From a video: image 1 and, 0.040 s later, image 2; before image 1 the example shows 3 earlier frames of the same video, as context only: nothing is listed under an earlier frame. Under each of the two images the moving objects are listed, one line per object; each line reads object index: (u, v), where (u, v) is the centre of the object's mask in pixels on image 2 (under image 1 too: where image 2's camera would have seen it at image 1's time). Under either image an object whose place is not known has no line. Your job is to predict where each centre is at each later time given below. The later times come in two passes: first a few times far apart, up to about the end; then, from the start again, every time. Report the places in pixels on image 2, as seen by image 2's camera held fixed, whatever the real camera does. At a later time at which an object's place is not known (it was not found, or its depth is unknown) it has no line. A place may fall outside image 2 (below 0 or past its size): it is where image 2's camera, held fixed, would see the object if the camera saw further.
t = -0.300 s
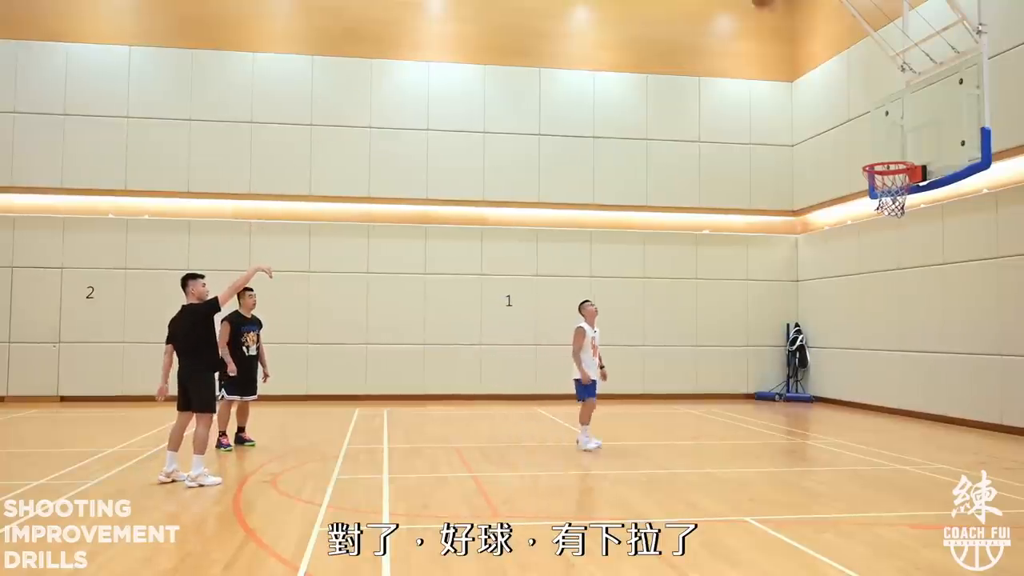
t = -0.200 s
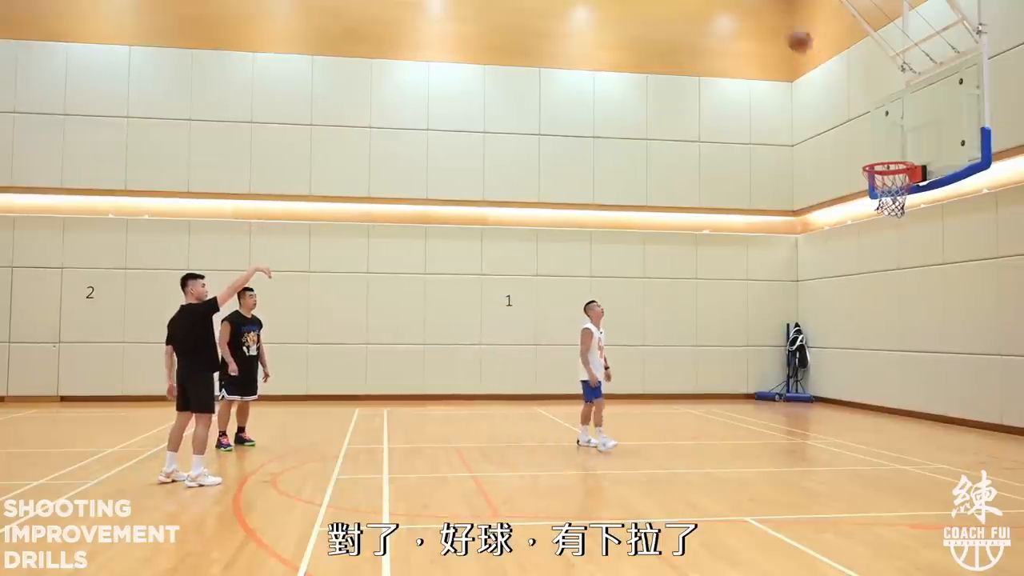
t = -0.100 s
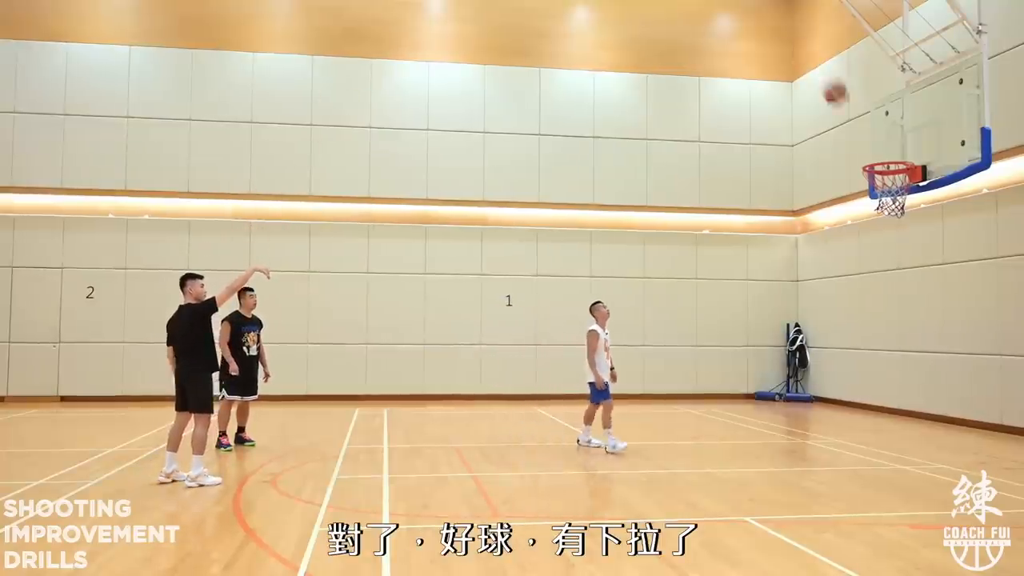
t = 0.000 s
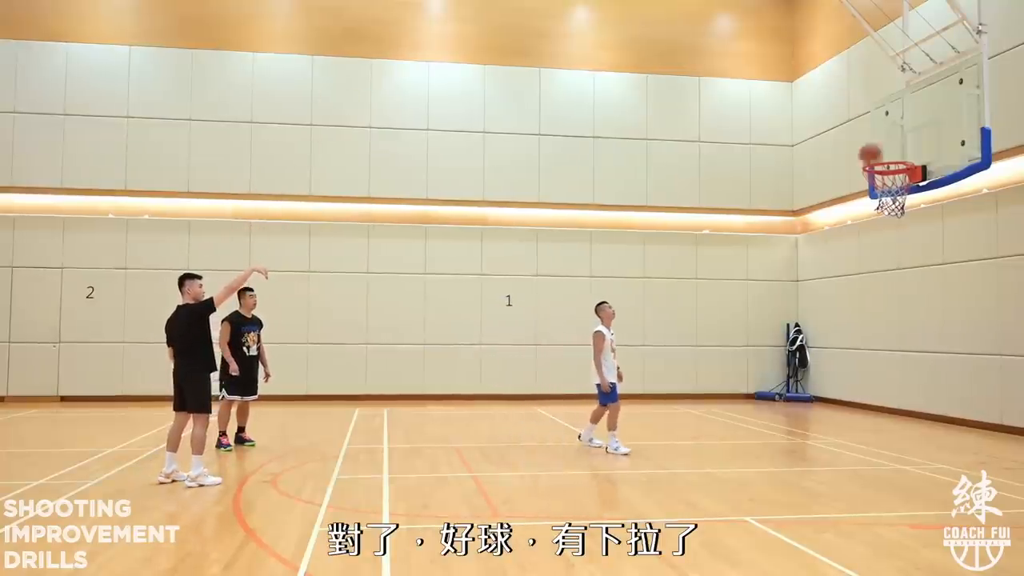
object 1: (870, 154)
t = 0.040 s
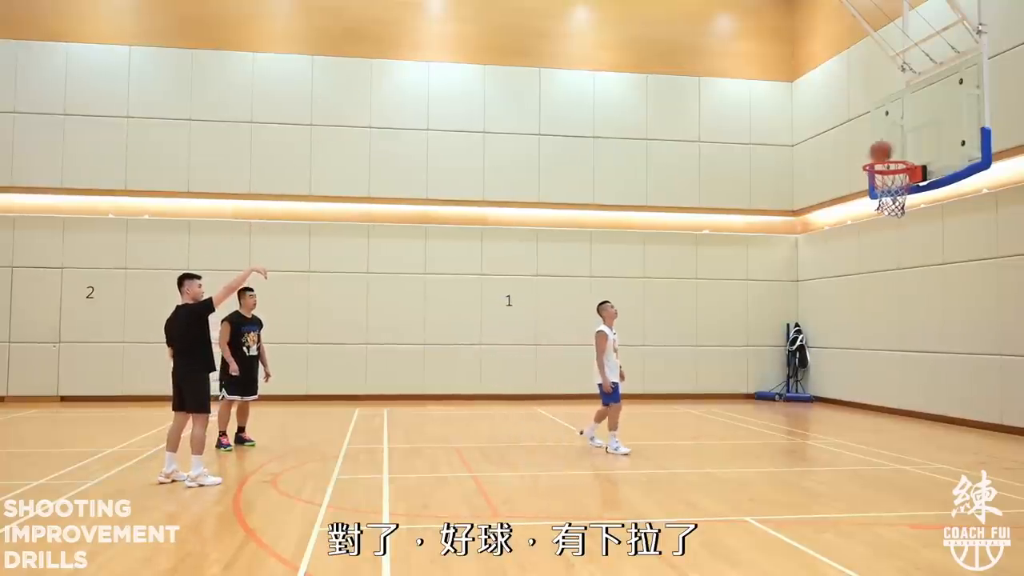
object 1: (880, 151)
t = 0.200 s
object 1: (899, 136)
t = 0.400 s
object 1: (847, 137)
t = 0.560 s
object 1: (806, 165)
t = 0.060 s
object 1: (886, 148)
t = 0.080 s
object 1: (892, 146)
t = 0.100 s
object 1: (898, 144)
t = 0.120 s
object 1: (903, 142)
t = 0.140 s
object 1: (908, 141)
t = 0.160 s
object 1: (909, 139)
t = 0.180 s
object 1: (905, 137)
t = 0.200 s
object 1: (899, 136)
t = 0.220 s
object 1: (894, 135)
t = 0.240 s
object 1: (889, 133)
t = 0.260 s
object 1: (884, 133)
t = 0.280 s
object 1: (879, 133)
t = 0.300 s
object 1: (873, 133)
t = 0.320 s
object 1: (868, 133)
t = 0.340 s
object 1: (863, 133)
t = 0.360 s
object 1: (858, 134)
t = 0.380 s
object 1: (852, 136)
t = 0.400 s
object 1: (847, 137)
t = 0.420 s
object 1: (842, 140)
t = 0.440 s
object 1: (837, 143)
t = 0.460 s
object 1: (831, 145)
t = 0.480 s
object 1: (826, 148)
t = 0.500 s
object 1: (821, 152)
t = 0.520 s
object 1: (816, 156)
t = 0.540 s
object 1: (811, 161)
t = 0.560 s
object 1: (806, 165)
